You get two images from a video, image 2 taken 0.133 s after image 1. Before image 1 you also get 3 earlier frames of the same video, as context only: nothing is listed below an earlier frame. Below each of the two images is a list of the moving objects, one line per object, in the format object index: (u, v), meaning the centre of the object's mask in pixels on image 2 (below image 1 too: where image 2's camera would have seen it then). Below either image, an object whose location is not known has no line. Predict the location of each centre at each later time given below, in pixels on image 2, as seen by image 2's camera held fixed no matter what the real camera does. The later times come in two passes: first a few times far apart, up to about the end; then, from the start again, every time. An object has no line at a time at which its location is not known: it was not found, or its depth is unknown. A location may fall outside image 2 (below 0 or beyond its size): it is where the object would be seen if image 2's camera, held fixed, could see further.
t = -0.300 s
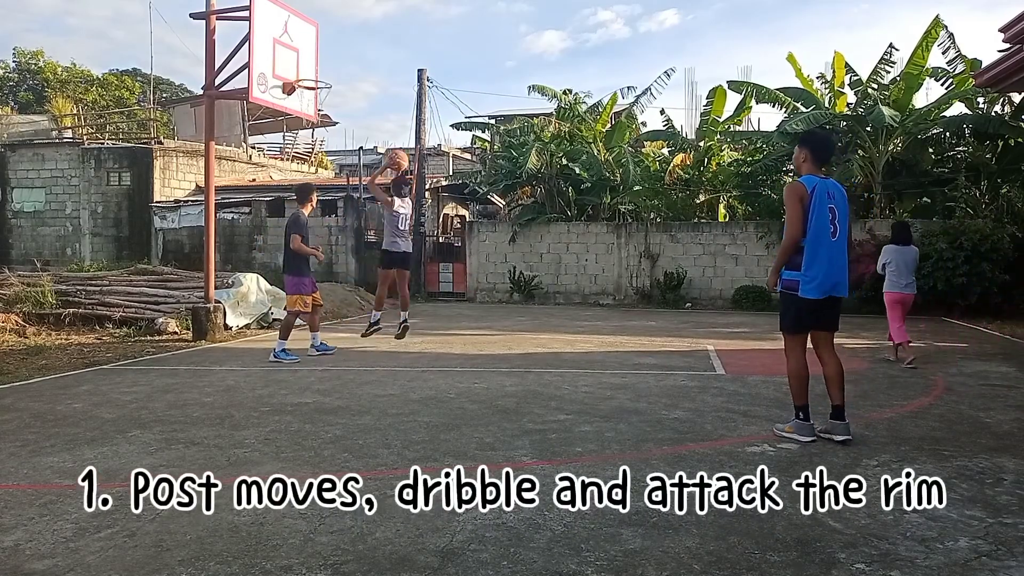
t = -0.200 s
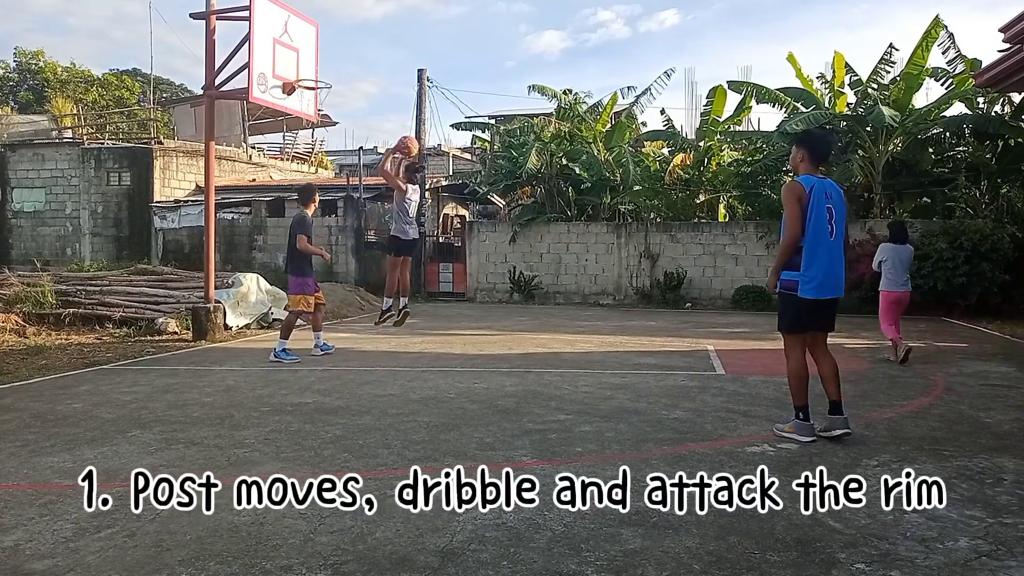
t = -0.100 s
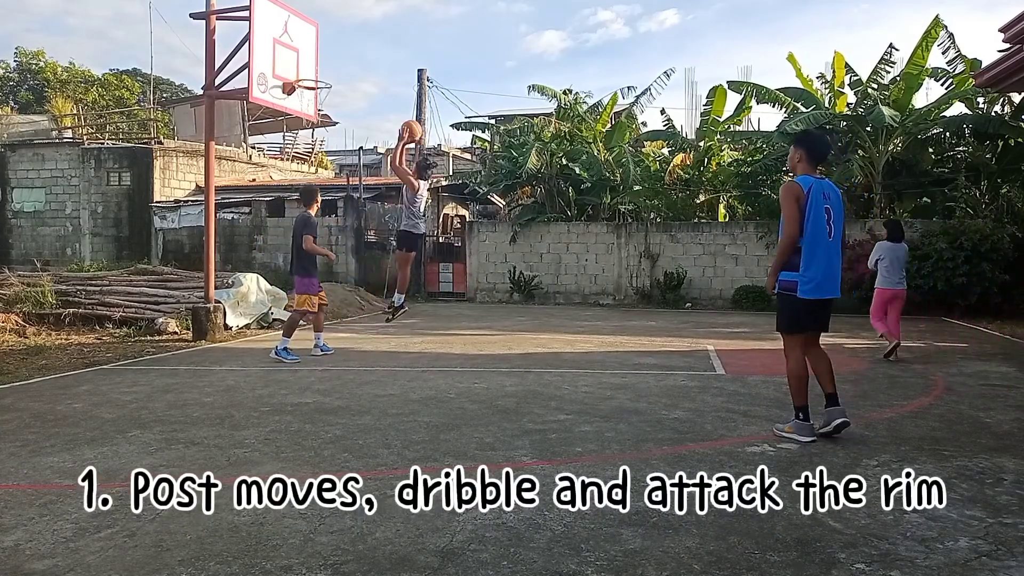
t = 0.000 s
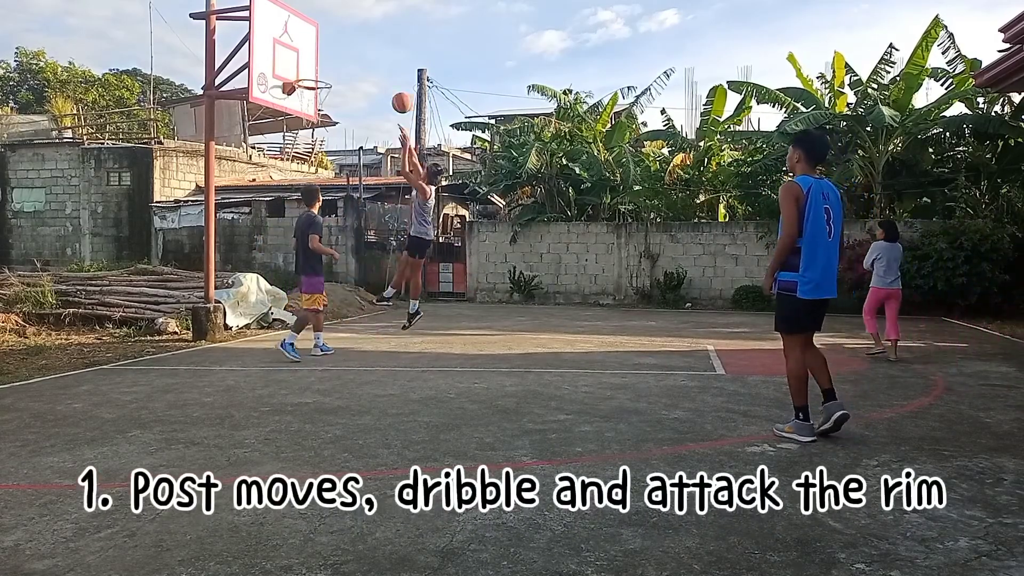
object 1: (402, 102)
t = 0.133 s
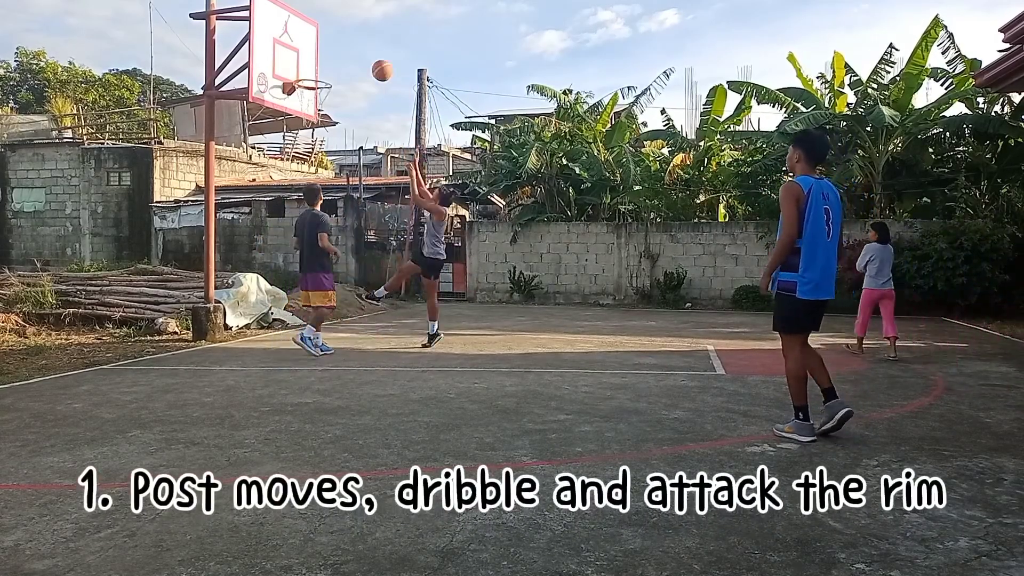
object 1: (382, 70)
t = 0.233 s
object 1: (367, 56)
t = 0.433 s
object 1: (337, 55)
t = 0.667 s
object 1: (305, 95)
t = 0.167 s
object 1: (377, 65)
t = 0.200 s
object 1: (372, 60)
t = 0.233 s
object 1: (367, 56)
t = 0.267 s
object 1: (362, 54)
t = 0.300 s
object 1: (357, 52)
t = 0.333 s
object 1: (352, 51)
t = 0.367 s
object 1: (347, 51)
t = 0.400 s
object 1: (342, 52)
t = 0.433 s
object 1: (337, 55)
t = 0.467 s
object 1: (333, 58)
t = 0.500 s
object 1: (328, 62)
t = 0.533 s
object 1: (323, 67)
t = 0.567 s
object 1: (319, 72)
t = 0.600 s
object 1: (314, 79)
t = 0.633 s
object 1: (308, 88)
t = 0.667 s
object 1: (305, 95)
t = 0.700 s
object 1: (302, 102)
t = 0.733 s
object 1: (300, 106)
